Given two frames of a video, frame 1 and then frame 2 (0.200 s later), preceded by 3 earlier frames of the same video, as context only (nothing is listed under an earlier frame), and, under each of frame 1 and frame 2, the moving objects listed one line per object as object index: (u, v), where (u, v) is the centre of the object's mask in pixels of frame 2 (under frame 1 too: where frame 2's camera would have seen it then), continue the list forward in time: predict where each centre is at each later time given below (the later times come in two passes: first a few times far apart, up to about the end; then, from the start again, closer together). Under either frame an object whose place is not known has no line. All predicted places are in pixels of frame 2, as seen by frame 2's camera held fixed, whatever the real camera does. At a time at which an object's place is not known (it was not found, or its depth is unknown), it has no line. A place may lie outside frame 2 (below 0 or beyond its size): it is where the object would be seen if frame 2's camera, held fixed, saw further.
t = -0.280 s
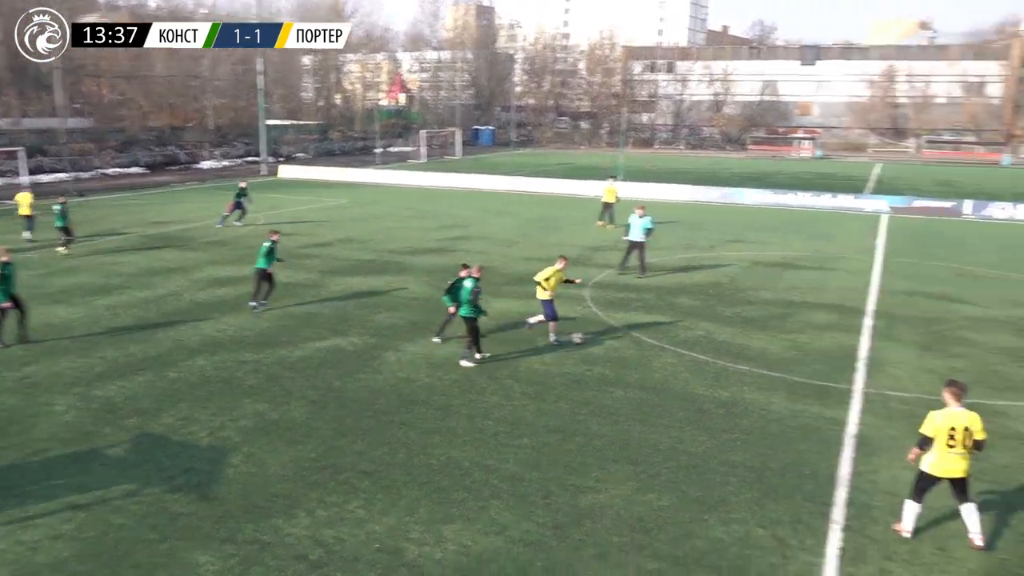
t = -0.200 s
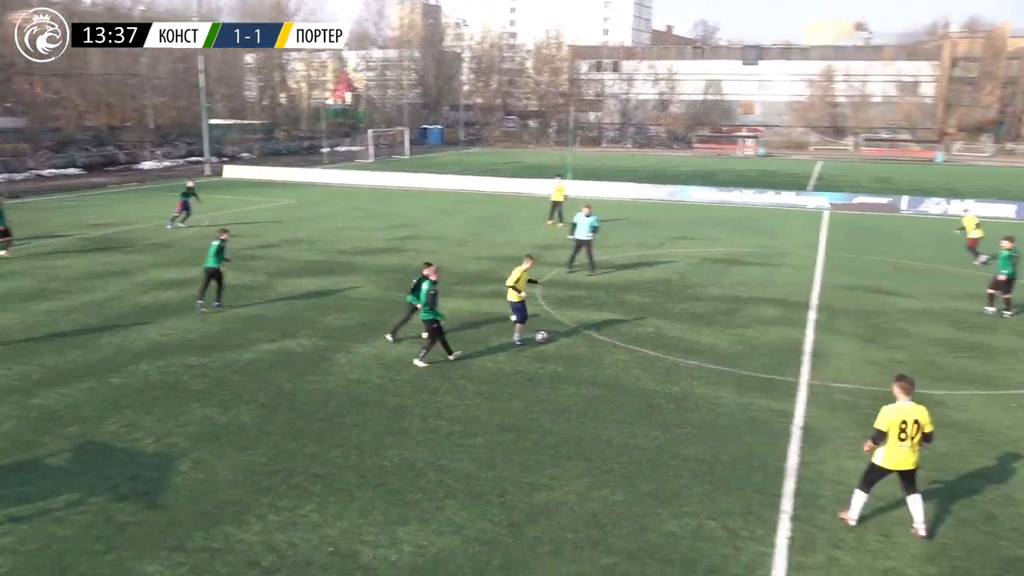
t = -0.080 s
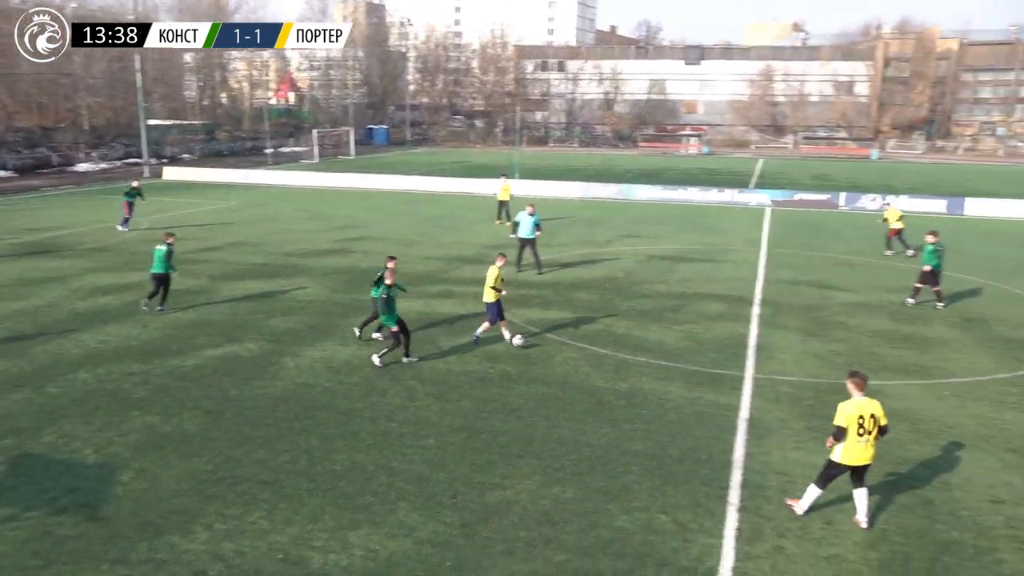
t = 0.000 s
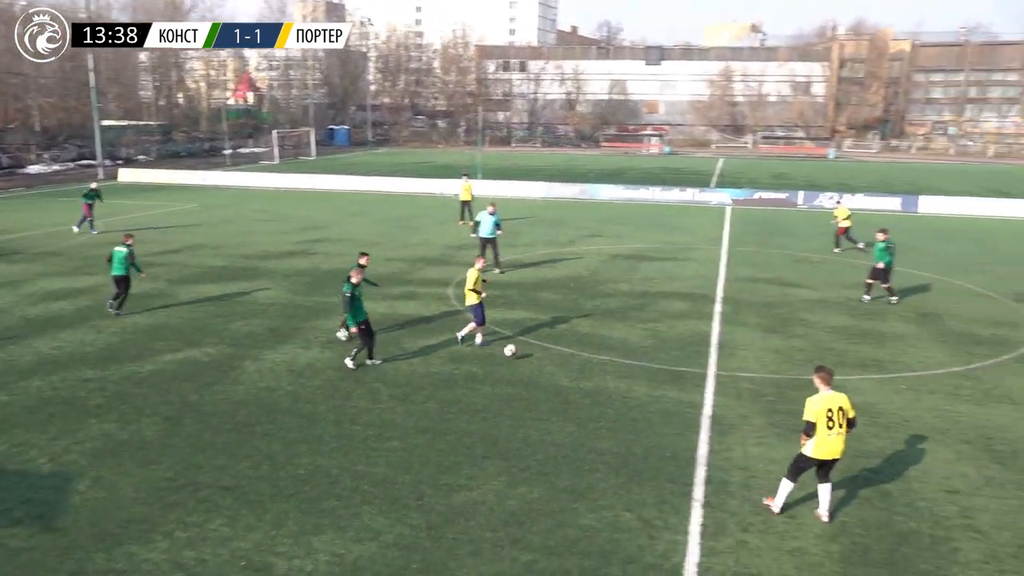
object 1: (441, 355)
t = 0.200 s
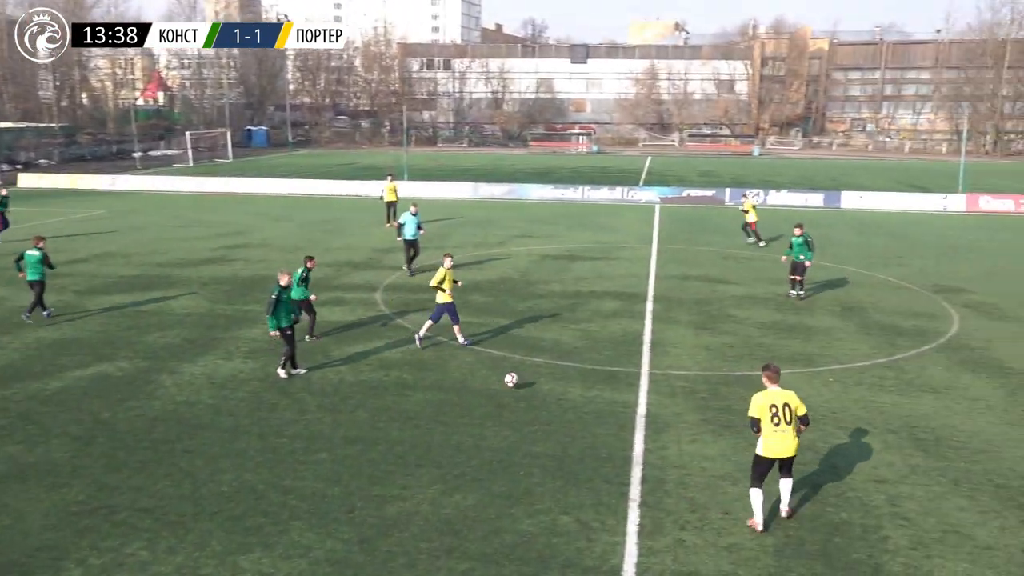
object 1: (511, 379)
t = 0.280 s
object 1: (538, 389)
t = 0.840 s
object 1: (711, 454)
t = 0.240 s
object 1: (524, 383)
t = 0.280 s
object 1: (538, 389)
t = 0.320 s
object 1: (551, 395)
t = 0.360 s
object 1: (565, 403)
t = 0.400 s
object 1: (578, 406)
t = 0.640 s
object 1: (652, 433)
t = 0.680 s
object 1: (663, 435)
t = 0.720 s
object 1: (675, 438)
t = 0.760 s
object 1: (688, 442)
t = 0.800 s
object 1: (699, 448)
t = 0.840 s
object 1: (711, 454)
